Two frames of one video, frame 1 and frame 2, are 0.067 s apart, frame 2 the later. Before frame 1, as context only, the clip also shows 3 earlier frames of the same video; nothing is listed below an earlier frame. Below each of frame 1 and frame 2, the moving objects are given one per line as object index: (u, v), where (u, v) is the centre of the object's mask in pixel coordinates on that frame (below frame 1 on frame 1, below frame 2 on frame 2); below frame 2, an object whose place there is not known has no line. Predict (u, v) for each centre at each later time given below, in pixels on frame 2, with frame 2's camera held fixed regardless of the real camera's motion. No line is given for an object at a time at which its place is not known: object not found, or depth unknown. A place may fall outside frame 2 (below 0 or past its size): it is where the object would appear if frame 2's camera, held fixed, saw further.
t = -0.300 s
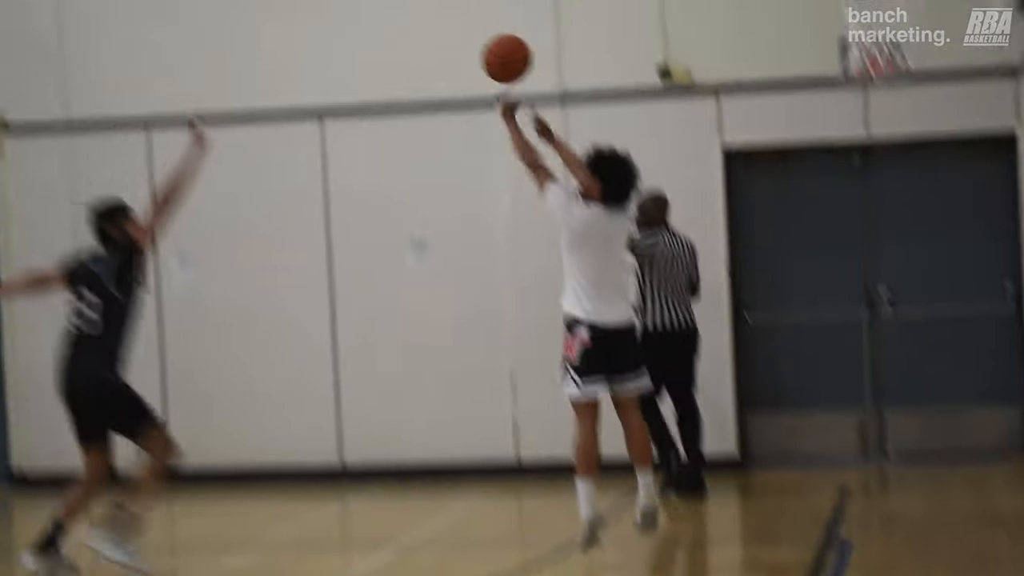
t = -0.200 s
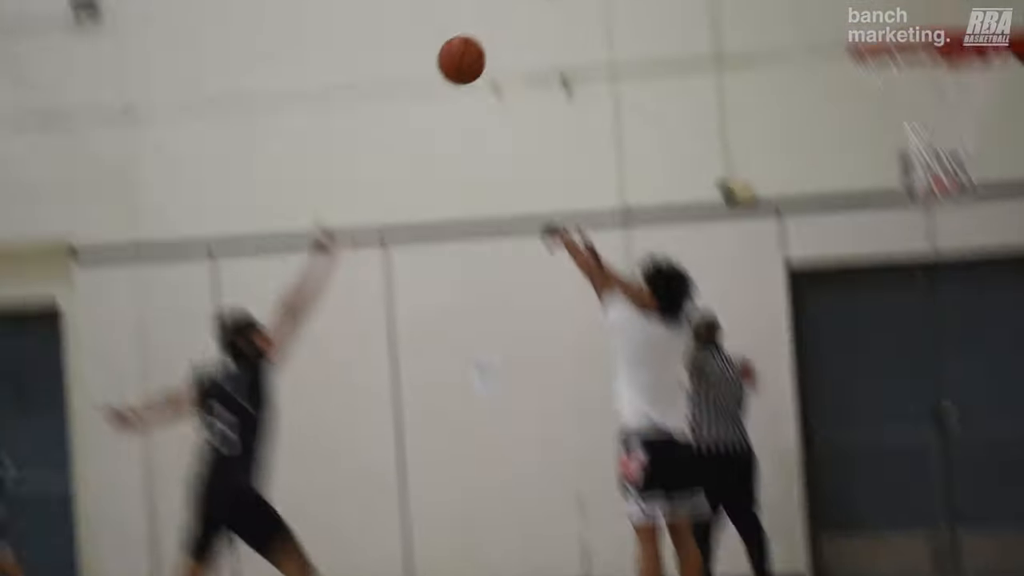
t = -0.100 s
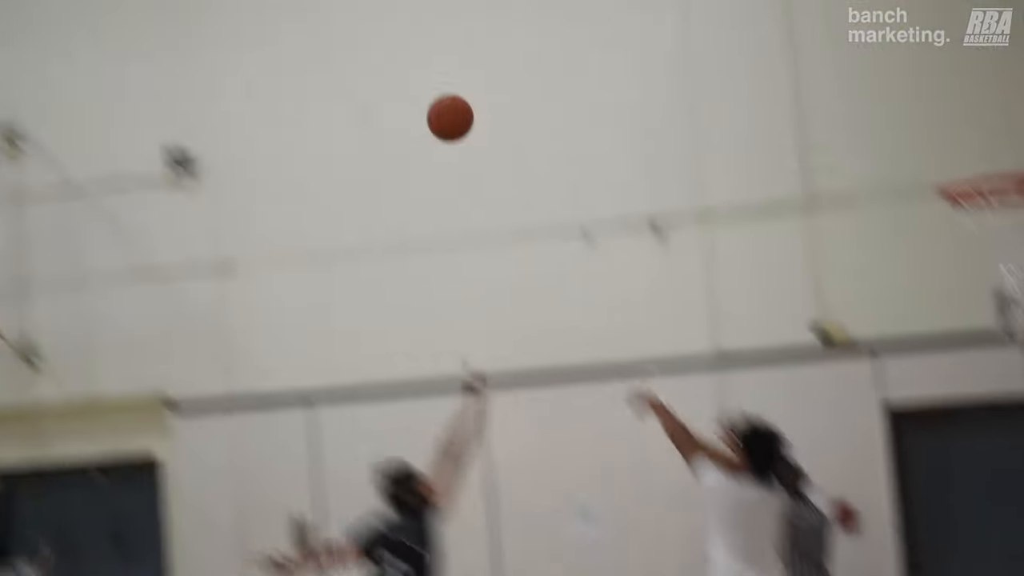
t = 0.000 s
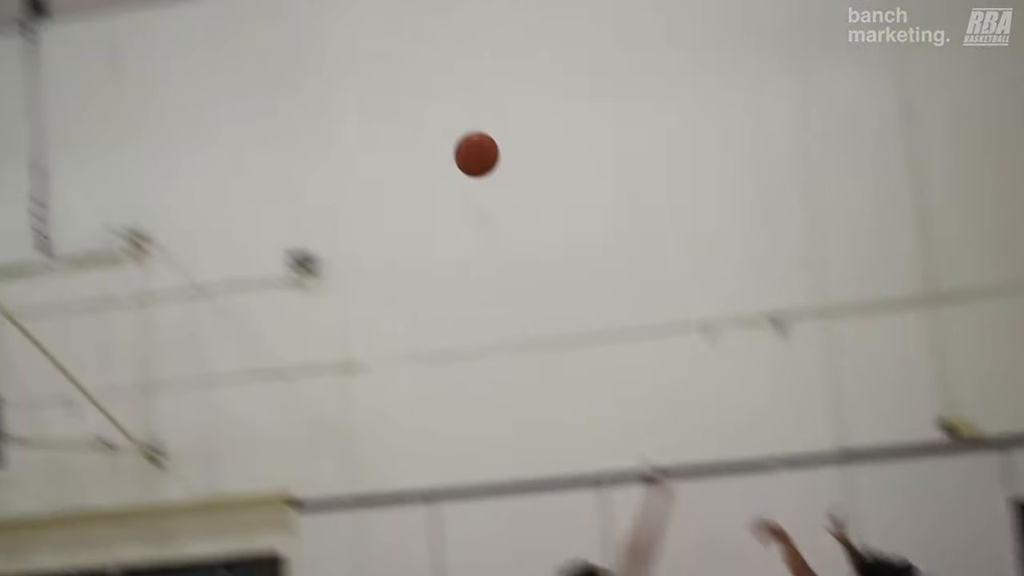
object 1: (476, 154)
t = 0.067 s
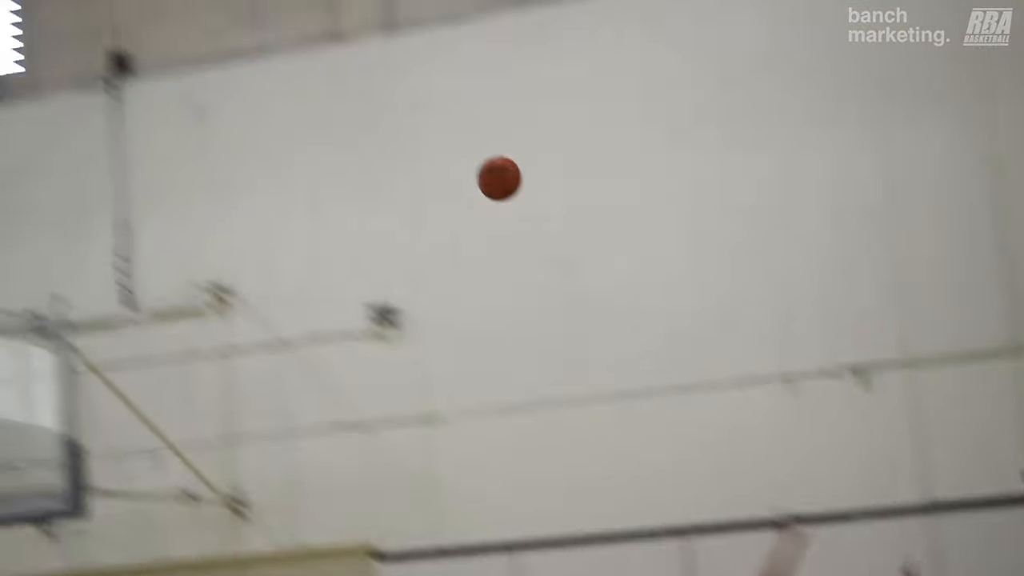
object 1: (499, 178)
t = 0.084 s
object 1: (486, 172)
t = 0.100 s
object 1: (474, 167)
